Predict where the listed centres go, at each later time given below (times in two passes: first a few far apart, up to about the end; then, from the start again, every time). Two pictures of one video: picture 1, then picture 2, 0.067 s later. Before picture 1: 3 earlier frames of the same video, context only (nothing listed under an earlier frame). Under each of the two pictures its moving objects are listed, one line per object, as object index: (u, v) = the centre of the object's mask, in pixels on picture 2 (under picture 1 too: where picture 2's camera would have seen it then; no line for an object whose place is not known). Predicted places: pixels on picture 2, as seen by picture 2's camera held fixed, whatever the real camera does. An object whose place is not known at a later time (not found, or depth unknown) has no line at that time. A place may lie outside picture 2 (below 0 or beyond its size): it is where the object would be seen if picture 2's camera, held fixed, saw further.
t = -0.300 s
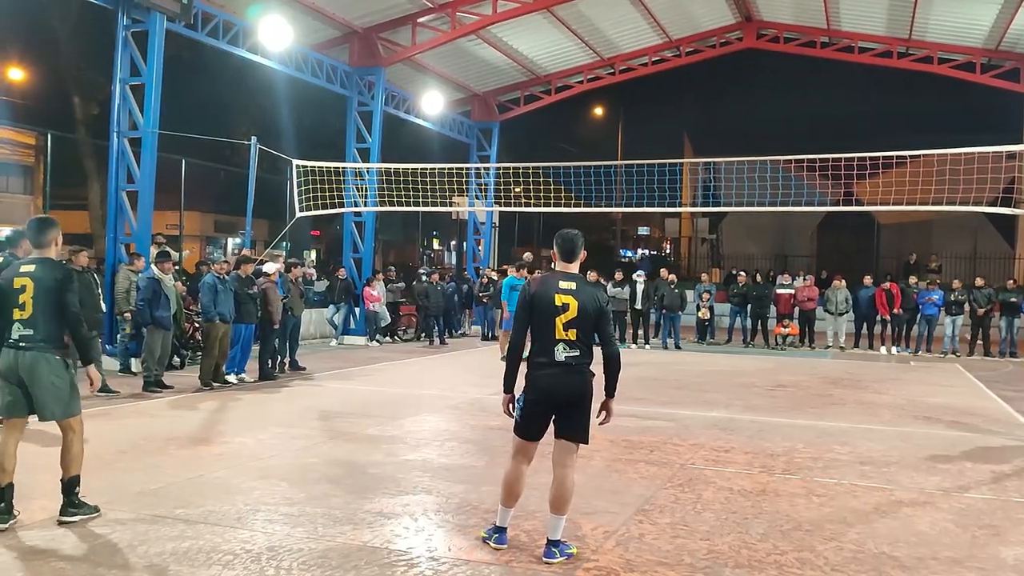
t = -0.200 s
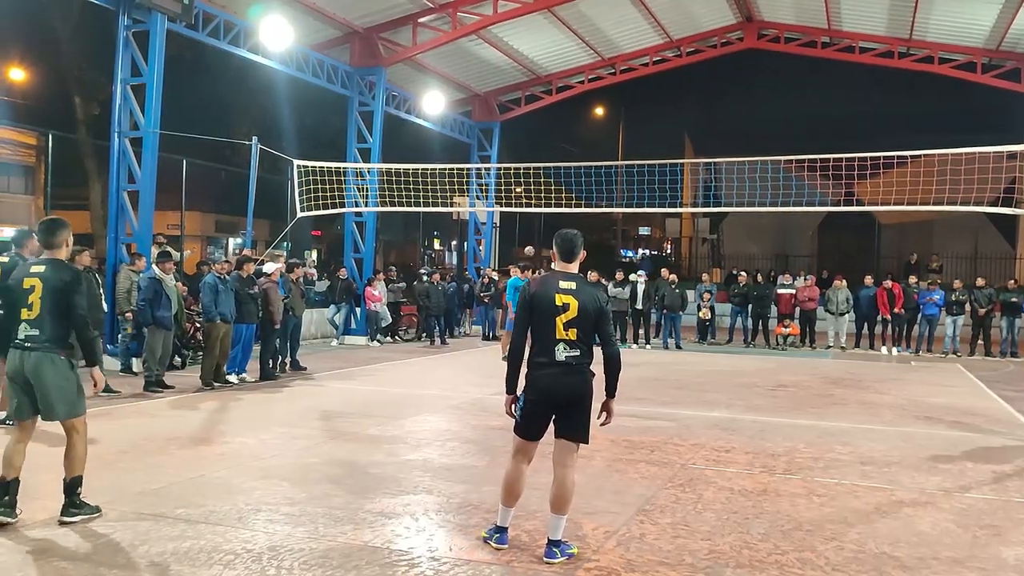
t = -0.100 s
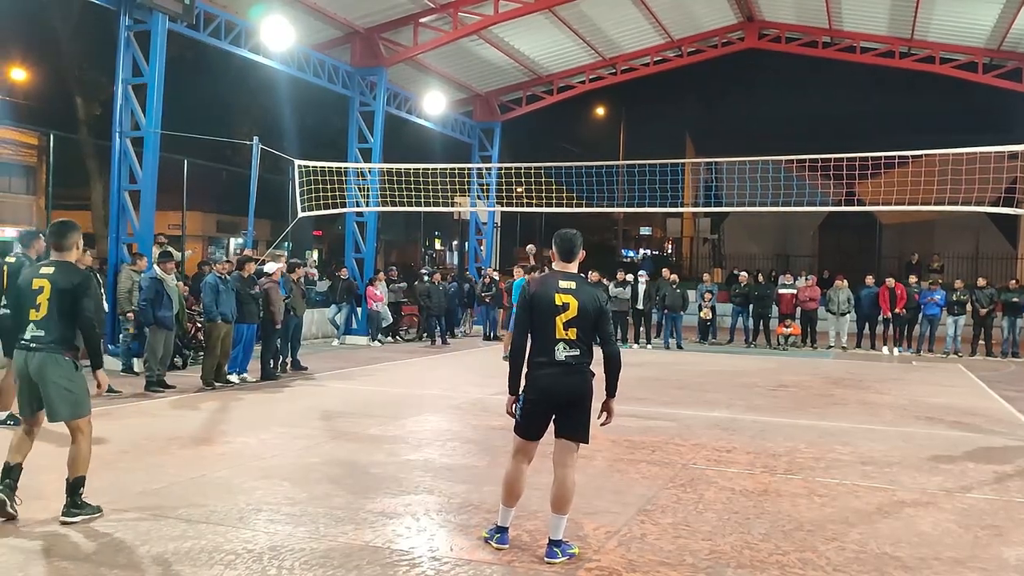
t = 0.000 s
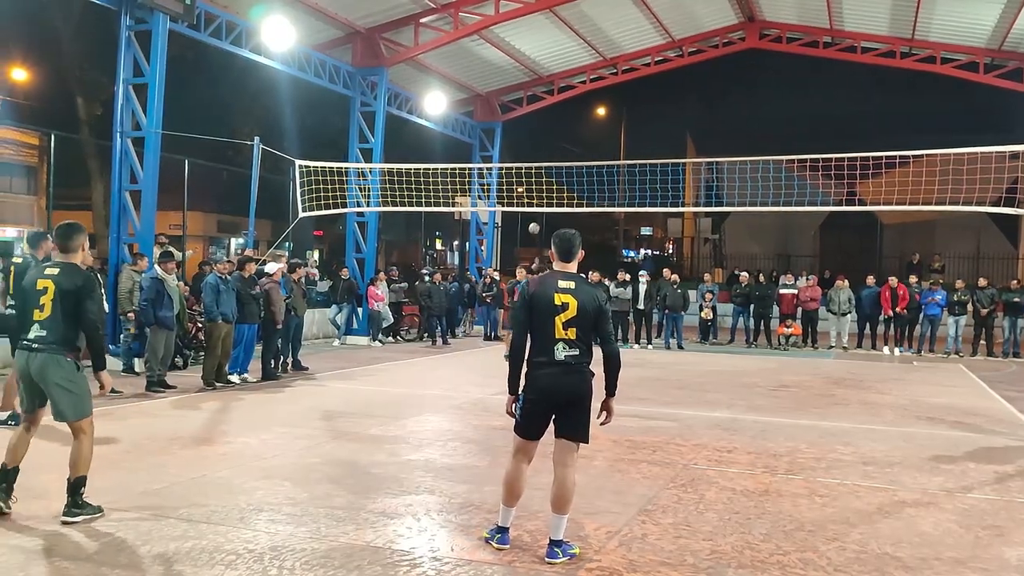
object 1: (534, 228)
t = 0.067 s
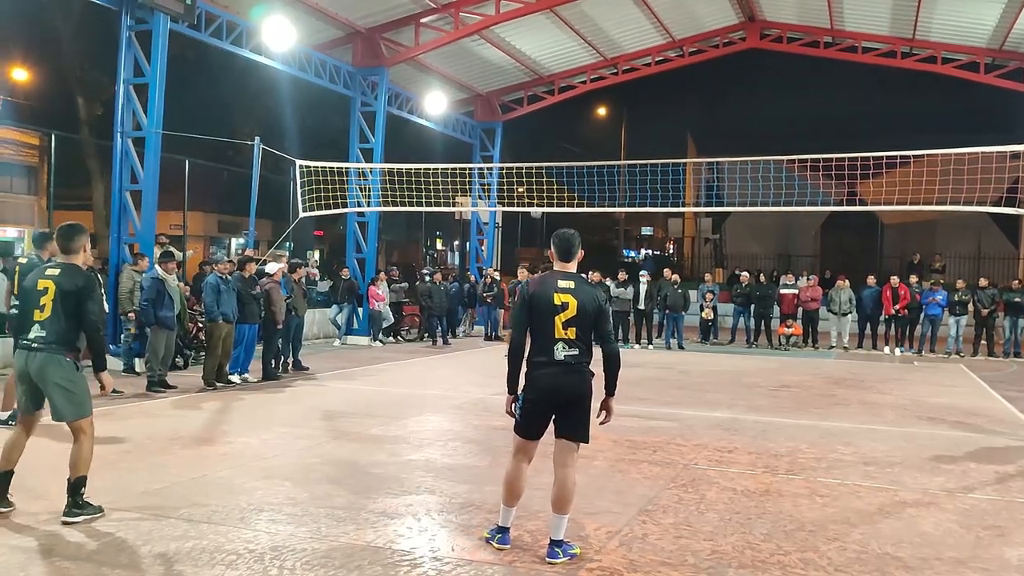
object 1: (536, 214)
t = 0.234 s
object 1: (541, 175)
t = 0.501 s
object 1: (553, 132)
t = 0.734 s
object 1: (571, 124)
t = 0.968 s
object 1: (607, 184)
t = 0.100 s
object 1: (537, 203)
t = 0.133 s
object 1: (538, 196)
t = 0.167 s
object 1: (539, 189)
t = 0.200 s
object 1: (540, 182)
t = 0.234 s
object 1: (541, 175)
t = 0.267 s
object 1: (542, 169)
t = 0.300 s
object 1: (544, 159)
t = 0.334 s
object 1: (545, 156)
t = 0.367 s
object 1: (547, 151)
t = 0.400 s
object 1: (548, 145)
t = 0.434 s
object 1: (550, 141)
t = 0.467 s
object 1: (551, 136)
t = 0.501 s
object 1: (553, 132)
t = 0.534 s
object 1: (555, 128)
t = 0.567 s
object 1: (557, 125)
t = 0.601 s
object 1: (560, 123)
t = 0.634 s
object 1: (562, 122)
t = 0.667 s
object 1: (565, 121)
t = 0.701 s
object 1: (568, 122)
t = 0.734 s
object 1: (571, 124)
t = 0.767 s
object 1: (575, 127)
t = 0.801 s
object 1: (579, 131)
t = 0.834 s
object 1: (584, 137)
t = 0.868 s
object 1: (589, 145)
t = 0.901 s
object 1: (594, 154)
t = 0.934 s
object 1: (601, 168)
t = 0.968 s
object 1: (607, 184)
